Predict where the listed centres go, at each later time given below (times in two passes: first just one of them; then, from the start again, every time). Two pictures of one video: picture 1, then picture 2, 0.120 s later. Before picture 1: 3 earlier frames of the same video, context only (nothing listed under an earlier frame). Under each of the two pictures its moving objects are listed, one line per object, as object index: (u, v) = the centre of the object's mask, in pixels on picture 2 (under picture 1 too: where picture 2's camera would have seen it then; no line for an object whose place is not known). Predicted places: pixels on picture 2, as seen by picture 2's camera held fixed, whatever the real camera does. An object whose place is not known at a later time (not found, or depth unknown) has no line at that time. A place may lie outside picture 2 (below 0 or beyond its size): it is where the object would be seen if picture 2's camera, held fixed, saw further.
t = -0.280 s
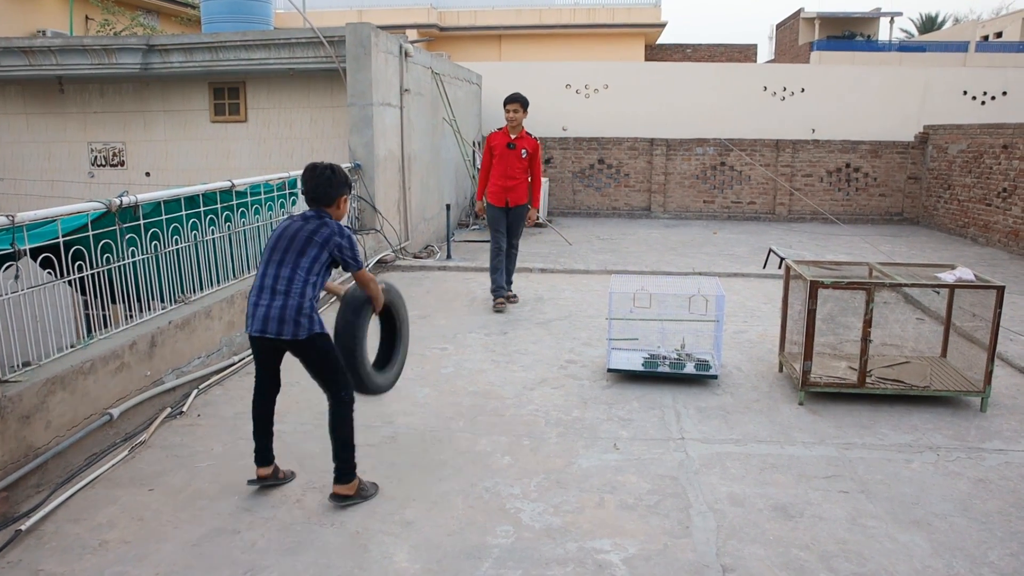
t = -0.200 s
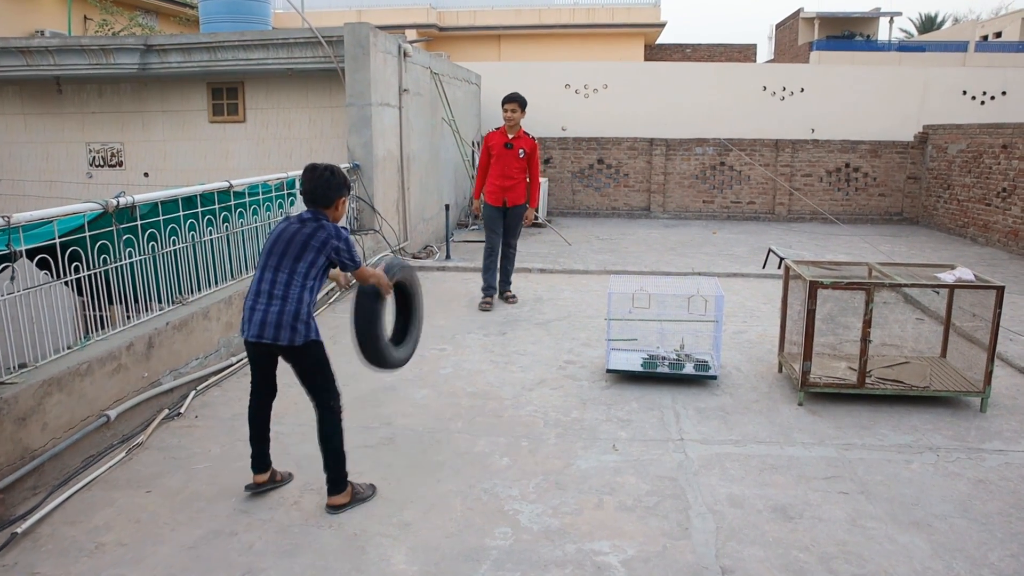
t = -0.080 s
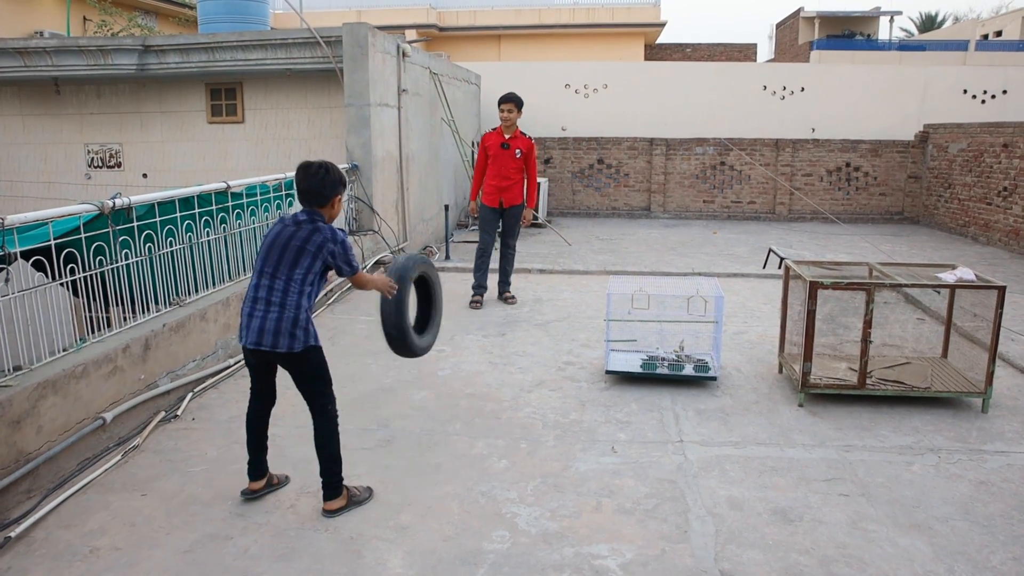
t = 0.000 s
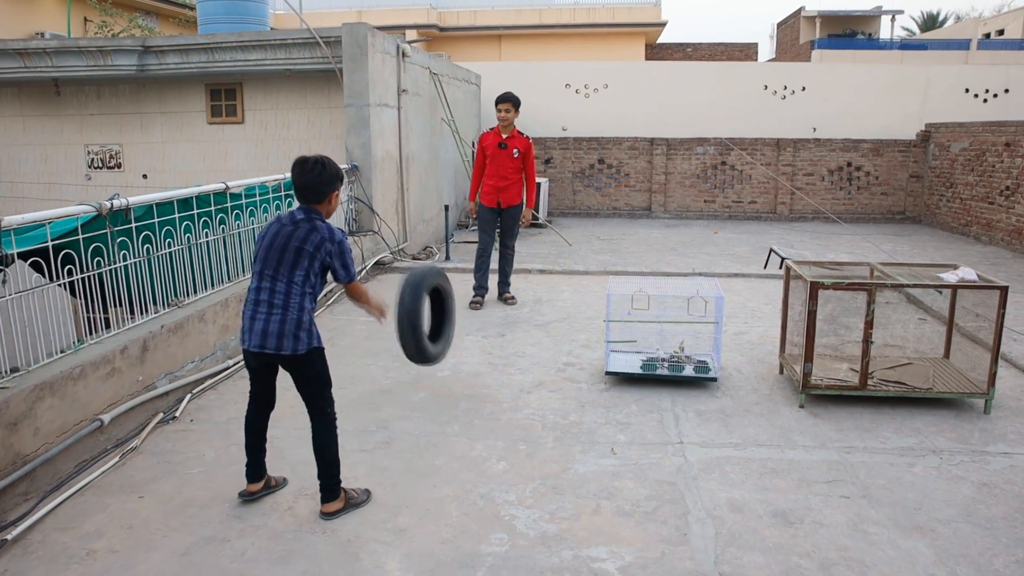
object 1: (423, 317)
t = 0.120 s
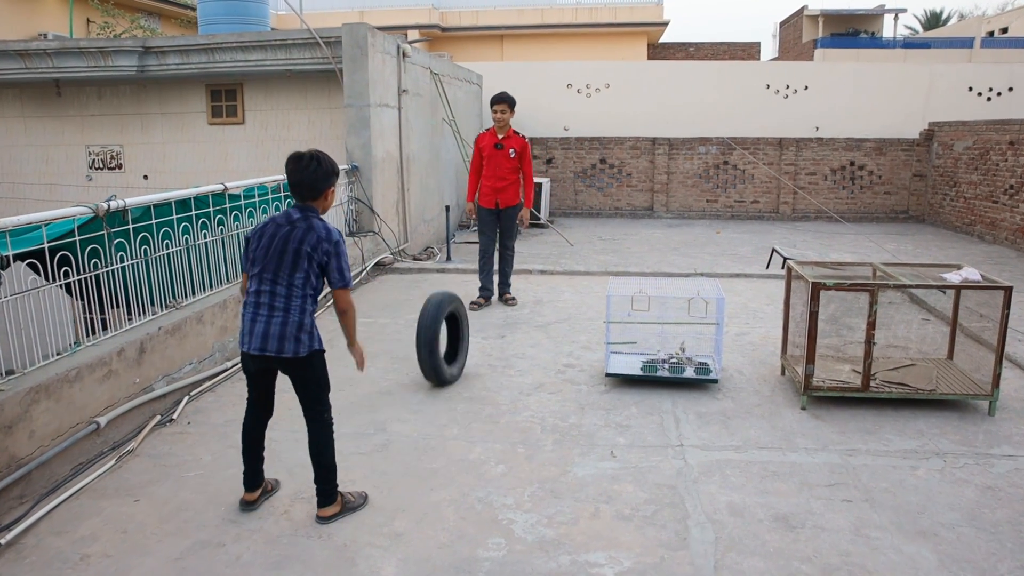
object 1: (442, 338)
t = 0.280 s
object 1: (447, 310)
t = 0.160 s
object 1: (444, 327)
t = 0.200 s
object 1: (445, 318)
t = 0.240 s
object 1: (446, 313)
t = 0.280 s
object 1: (447, 310)
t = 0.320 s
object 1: (448, 309)
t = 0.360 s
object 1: (450, 311)
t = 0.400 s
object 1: (451, 316)
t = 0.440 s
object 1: (453, 324)
